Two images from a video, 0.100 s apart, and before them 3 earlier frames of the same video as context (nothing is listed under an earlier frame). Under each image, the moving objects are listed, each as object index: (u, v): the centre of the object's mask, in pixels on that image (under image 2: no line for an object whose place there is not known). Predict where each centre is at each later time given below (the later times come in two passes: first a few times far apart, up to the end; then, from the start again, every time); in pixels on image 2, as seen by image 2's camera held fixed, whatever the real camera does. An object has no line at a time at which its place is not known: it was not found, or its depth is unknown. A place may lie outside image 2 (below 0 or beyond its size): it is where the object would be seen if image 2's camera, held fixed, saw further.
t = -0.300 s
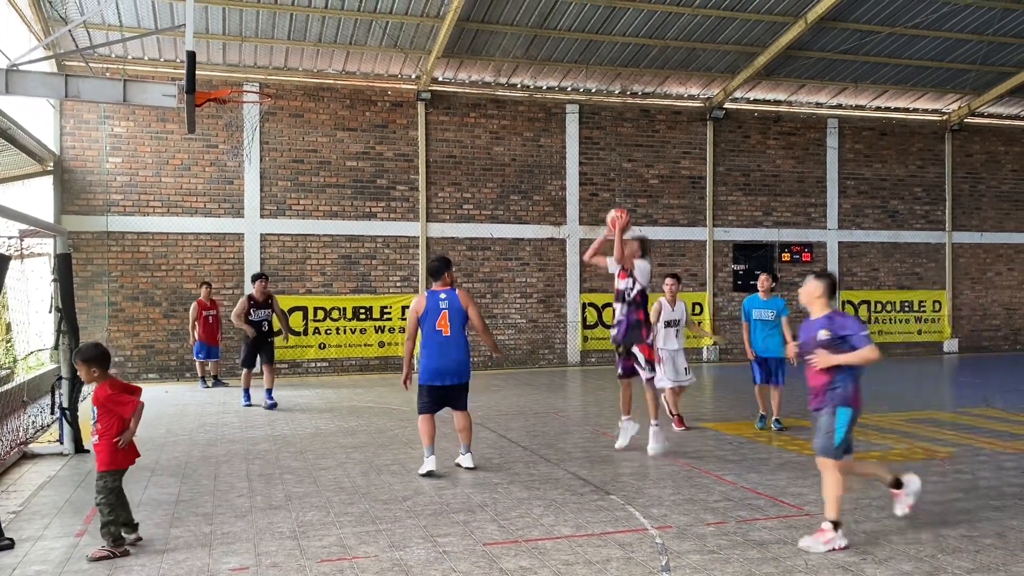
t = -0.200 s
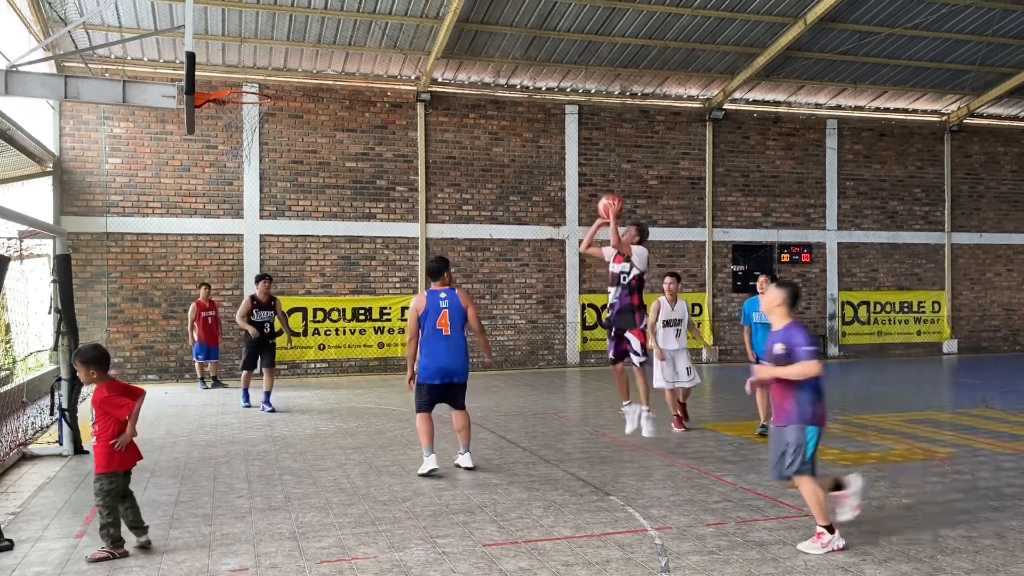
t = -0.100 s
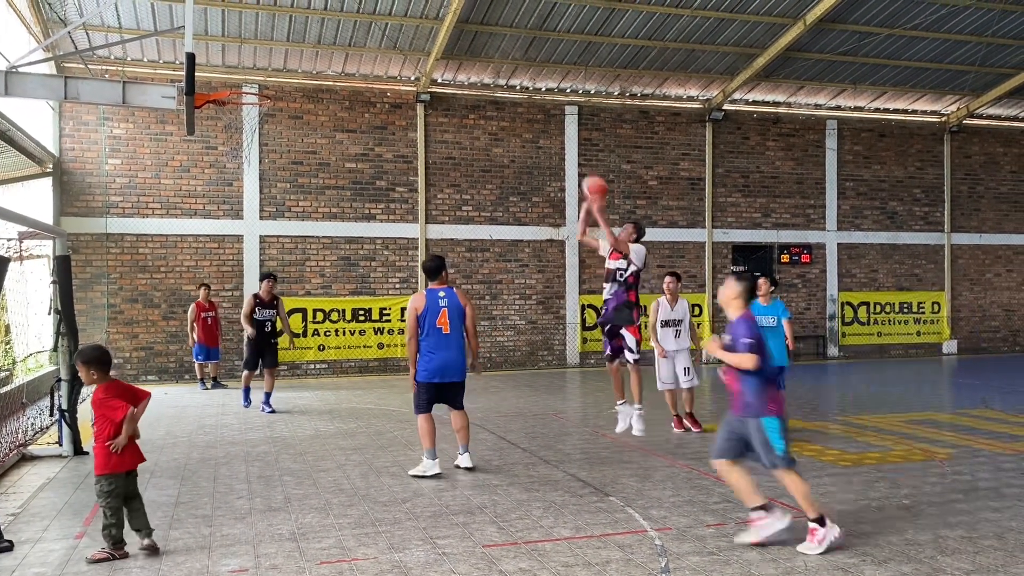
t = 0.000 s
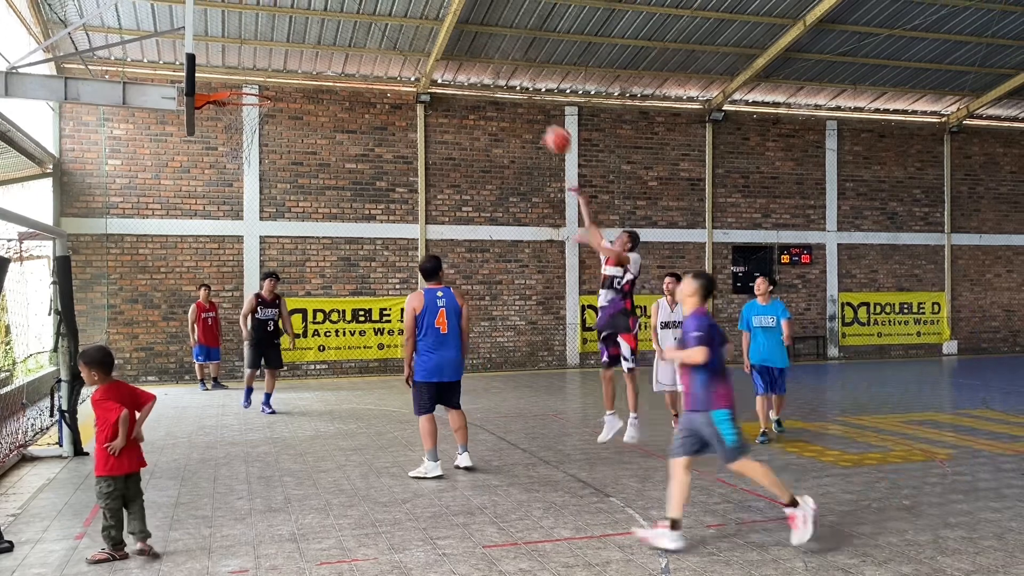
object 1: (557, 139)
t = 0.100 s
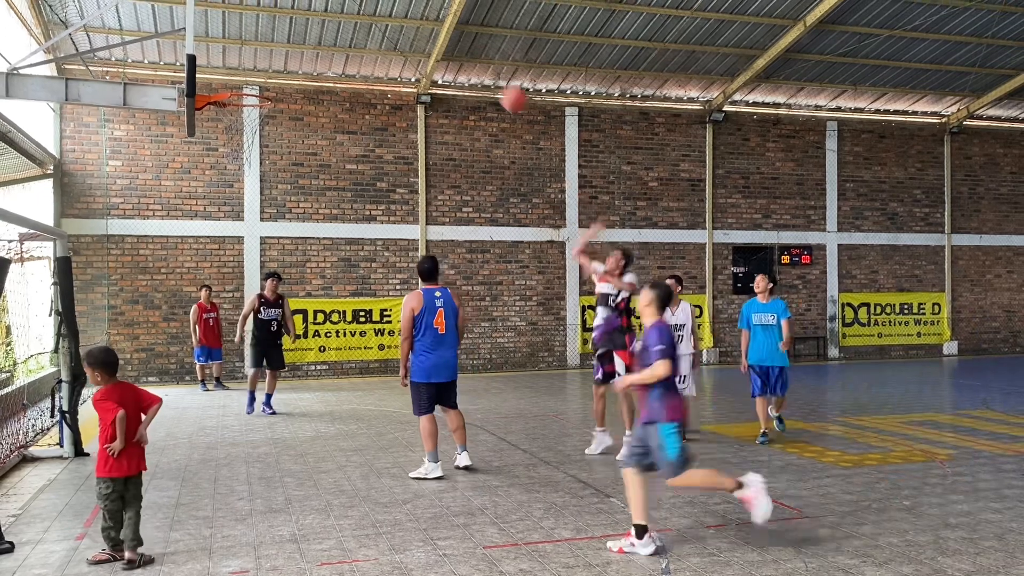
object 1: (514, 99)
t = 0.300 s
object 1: (422, 45)
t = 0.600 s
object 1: (278, 48)
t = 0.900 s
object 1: (240, 58)
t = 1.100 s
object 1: (288, 77)
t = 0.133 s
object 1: (498, 86)
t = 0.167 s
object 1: (483, 75)
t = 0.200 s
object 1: (468, 66)
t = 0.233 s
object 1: (453, 59)
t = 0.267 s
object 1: (437, 51)
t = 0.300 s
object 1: (422, 45)
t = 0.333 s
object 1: (407, 41)
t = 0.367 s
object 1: (390, 37)
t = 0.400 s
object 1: (374, 35)
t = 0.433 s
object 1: (359, 34)
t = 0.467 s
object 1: (343, 35)
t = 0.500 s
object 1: (327, 35)
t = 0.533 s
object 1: (311, 38)
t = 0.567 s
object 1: (295, 42)
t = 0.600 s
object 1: (278, 48)
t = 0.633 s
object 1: (262, 56)
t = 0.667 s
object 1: (246, 63)
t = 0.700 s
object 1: (229, 73)
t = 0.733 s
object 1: (214, 79)
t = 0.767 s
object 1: (209, 72)
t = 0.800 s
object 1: (217, 67)
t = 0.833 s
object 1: (225, 62)
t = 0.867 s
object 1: (233, 59)
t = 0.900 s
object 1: (240, 58)
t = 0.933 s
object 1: (248, 57)
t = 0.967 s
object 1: (256, 58)
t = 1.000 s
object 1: (264, 62)
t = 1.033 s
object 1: (272, 65)
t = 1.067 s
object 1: (279, 70)
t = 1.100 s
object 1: (288, 77)
